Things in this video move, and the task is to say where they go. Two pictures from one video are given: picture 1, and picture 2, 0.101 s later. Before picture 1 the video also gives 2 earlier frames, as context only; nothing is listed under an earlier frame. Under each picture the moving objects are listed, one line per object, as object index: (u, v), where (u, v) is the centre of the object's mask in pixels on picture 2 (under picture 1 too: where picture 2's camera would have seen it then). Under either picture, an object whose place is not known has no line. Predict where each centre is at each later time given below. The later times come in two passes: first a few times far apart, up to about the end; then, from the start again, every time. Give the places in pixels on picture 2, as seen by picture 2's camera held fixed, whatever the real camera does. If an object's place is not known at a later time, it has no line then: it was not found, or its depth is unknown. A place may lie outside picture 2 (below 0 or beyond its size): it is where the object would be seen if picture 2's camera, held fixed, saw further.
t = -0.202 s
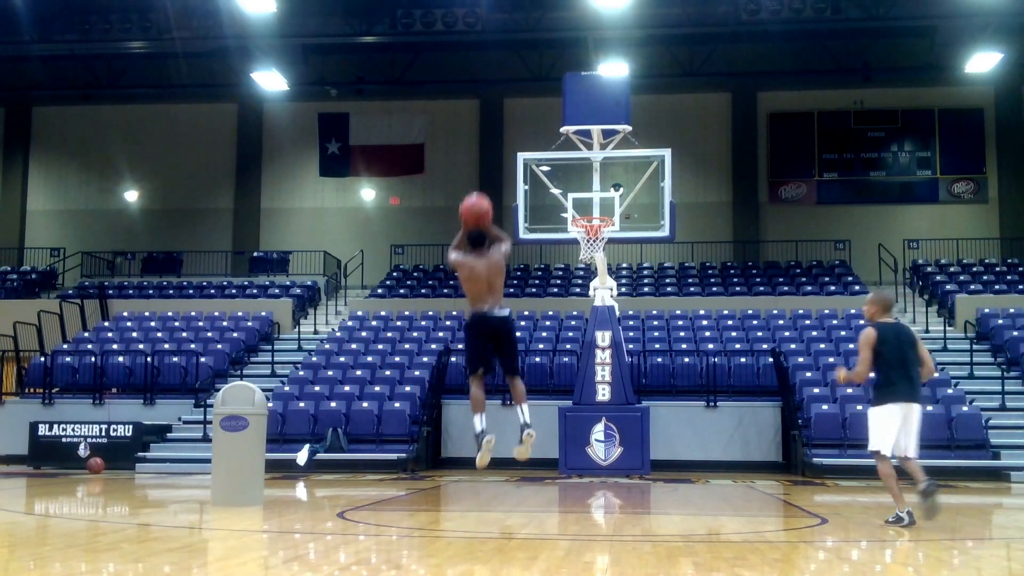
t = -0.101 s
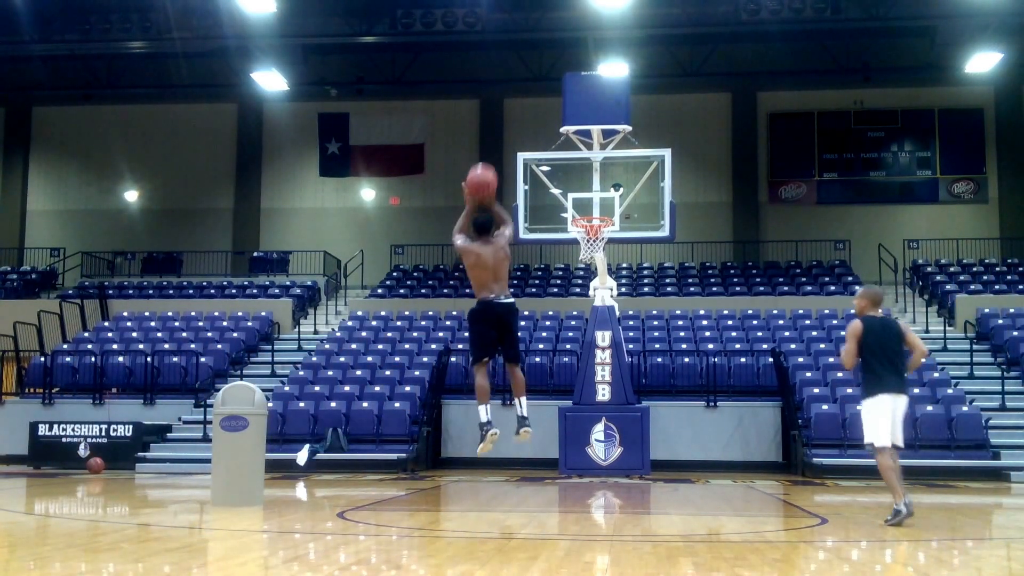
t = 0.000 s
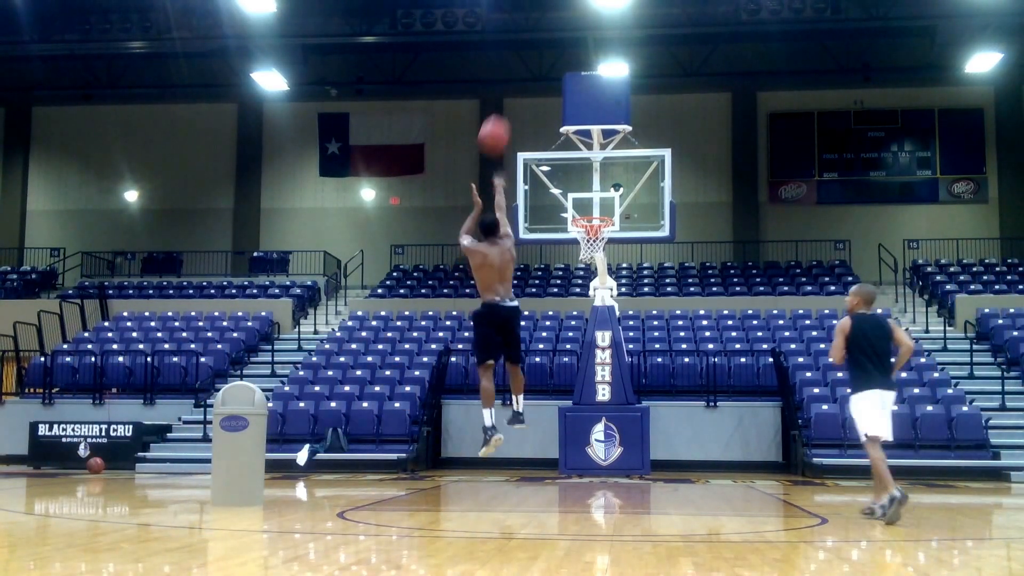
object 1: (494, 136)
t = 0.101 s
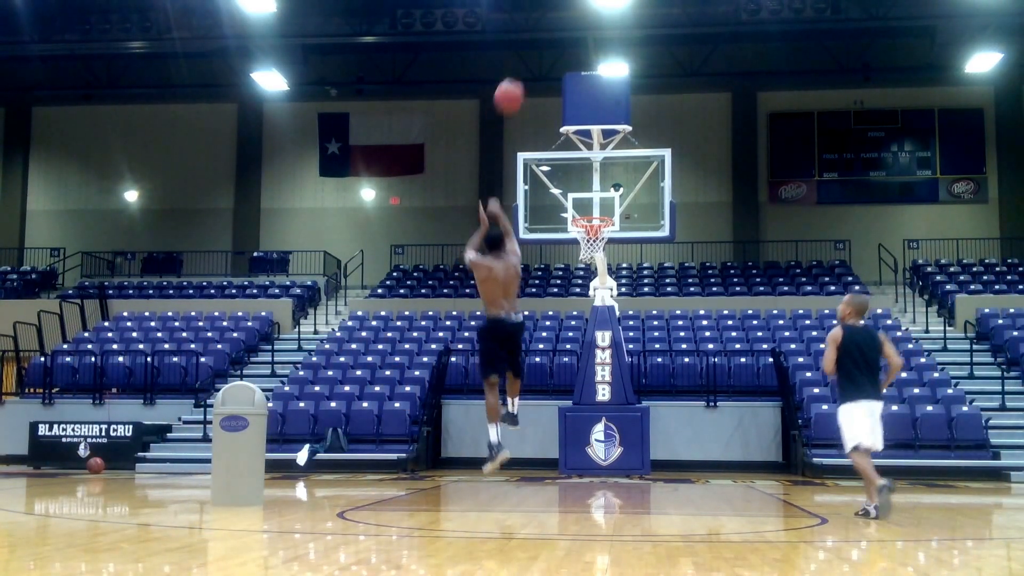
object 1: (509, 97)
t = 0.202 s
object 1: (523, 70)
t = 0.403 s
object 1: (546, 54)
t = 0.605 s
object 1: (566, 76)
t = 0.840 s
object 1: (586, 145)
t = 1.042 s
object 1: (597, 229)
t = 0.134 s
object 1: (514, 86)
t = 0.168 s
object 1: (518, 77)
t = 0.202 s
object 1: (523, 70)
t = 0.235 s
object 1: (527, 64)
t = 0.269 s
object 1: (531, 60)
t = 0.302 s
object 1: (535, 57)
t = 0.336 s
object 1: (539, 55)
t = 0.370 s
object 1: (543, 54)
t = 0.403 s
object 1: (546, 54)
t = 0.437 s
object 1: (550, 55)
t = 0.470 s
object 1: (553, 58)
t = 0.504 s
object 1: (557, 61)
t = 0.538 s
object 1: (560, 65)
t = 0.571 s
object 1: (563, 70)
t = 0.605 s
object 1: (566, 76)
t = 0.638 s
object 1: (569, 84)
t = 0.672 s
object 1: (572, 91)
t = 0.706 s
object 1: (575, 100)
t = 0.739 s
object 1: (577, 109)
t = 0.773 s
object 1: (580, 119)
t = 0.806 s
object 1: (583, 131)
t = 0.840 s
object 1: (586, 145)
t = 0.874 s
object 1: (588, 160)
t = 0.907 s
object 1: (589, 170)
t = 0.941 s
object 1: (593, 183)
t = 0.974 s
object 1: (597, 200)
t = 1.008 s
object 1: (597, 210)
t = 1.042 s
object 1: (597, 229)
